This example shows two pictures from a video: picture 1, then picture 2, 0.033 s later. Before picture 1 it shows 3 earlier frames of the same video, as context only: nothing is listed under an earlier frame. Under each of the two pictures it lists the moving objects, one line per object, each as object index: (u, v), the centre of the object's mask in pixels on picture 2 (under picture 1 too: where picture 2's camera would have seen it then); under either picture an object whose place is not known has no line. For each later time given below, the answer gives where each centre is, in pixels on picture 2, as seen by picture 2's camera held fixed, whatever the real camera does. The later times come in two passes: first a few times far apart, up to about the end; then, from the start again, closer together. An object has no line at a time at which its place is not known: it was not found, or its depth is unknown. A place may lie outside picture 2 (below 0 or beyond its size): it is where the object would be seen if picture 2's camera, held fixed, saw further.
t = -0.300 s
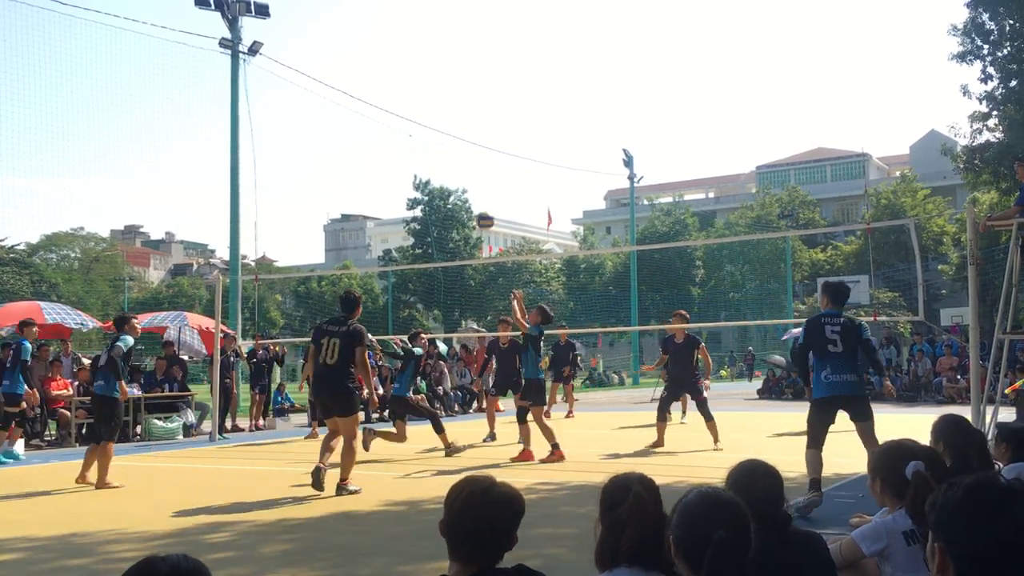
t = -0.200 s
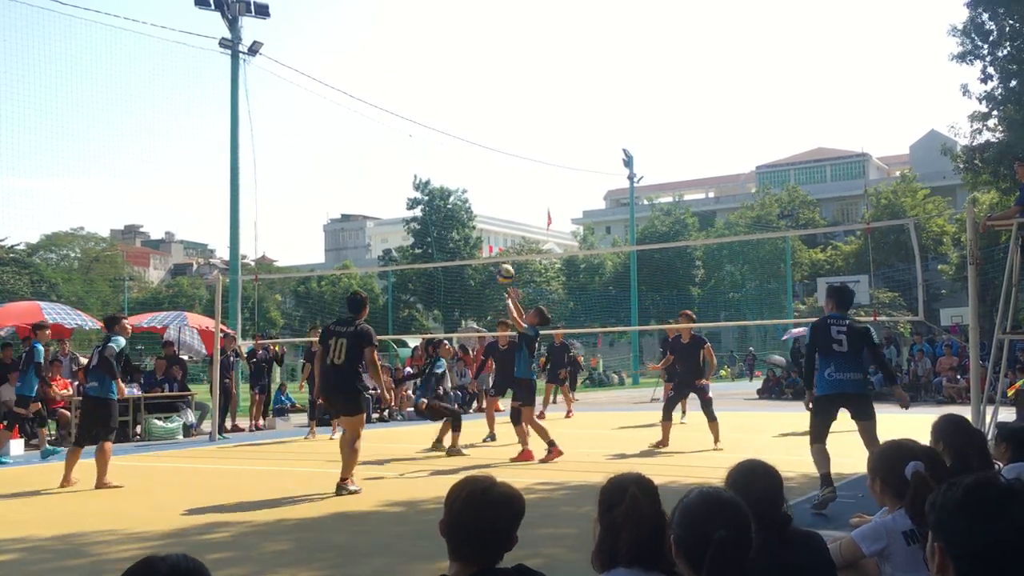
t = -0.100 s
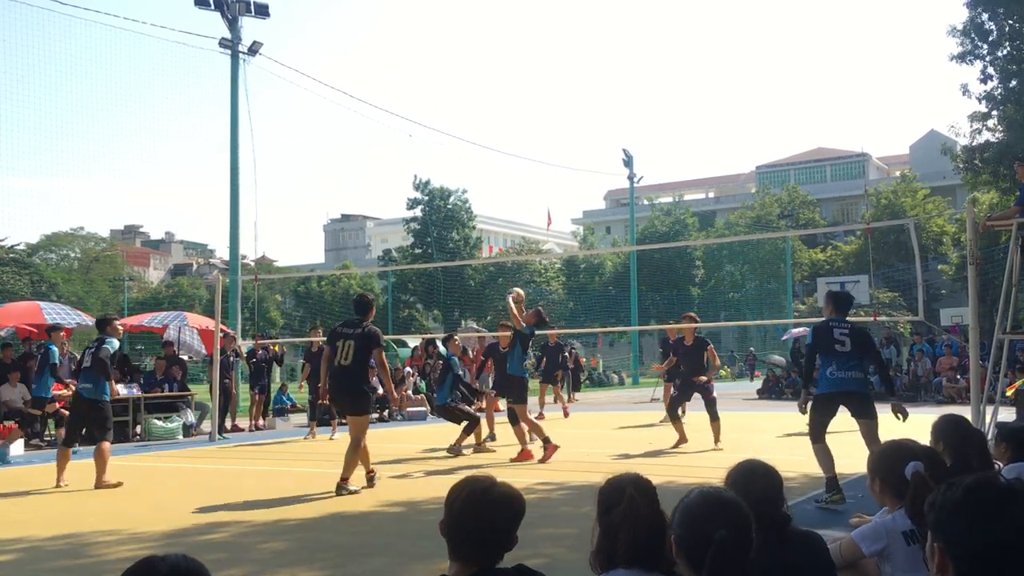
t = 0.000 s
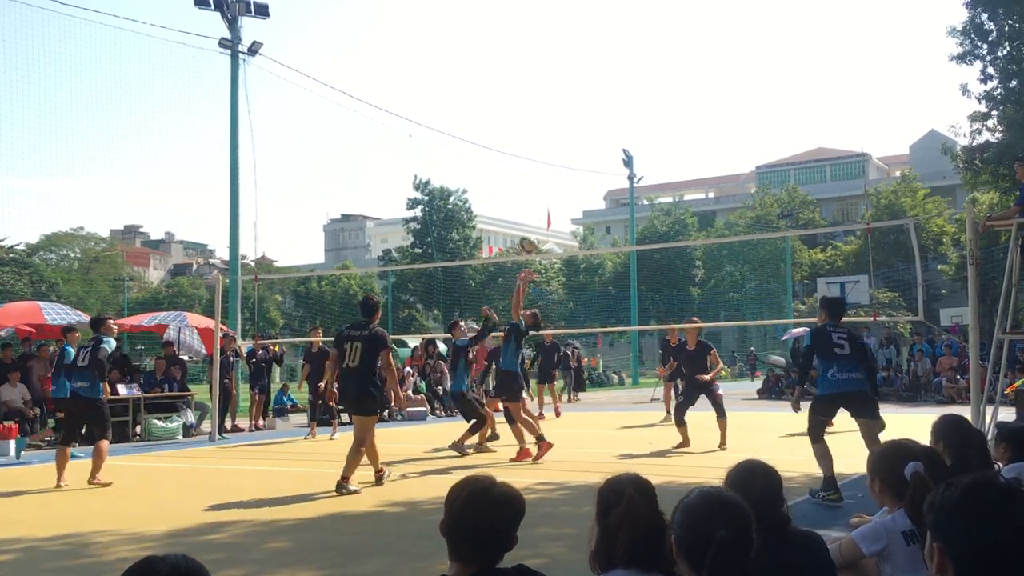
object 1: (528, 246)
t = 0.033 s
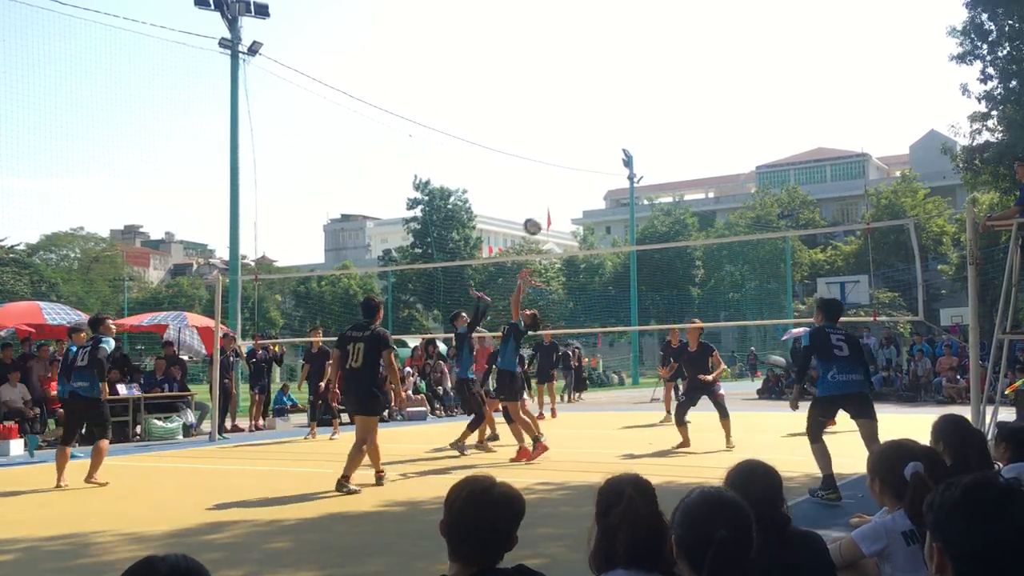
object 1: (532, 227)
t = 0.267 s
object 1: (562, 123)
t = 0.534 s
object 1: (594, 63)
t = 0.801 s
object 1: (628, 71)
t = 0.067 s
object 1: (536, 209)
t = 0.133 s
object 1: (545, 177)
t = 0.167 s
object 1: (549, 162)
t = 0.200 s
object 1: (554, 148)
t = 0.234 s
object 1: (558, 135)
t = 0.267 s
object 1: (562, 123)
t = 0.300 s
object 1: (566, 112)
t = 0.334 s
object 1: (570, 102)
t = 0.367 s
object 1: (574, 93)
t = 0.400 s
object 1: (578, 85)
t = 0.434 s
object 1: (582, 78)
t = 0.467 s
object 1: (586, 72)
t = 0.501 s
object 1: (590, 67)
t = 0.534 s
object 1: (594, 63)
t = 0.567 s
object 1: (598, 61)
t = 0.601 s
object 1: (602, 59)
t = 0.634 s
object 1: (606, 58)
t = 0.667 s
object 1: (611, 59)
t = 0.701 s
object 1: (615, 60)
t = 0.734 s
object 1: (619, 62)
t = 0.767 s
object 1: (624, 66)
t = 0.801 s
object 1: (628, 71)
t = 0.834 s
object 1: (632, 77)
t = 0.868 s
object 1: (636, 84)
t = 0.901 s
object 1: (640, 92)
